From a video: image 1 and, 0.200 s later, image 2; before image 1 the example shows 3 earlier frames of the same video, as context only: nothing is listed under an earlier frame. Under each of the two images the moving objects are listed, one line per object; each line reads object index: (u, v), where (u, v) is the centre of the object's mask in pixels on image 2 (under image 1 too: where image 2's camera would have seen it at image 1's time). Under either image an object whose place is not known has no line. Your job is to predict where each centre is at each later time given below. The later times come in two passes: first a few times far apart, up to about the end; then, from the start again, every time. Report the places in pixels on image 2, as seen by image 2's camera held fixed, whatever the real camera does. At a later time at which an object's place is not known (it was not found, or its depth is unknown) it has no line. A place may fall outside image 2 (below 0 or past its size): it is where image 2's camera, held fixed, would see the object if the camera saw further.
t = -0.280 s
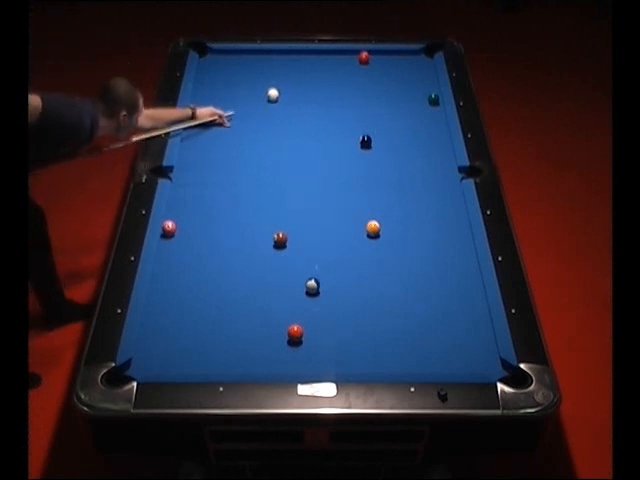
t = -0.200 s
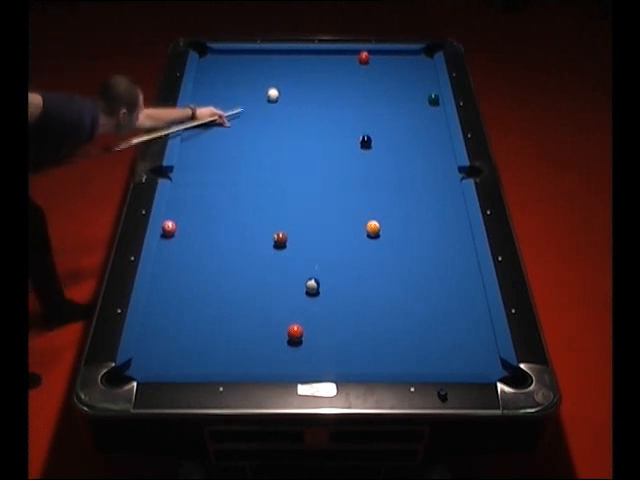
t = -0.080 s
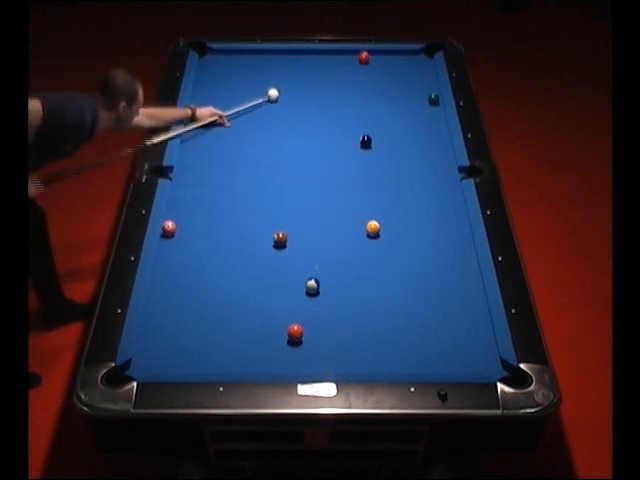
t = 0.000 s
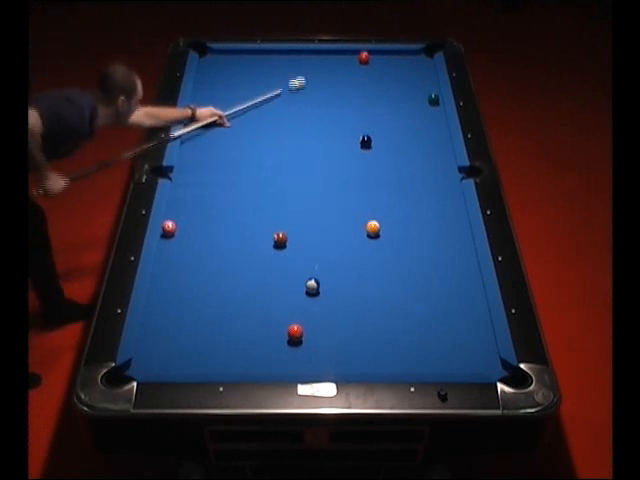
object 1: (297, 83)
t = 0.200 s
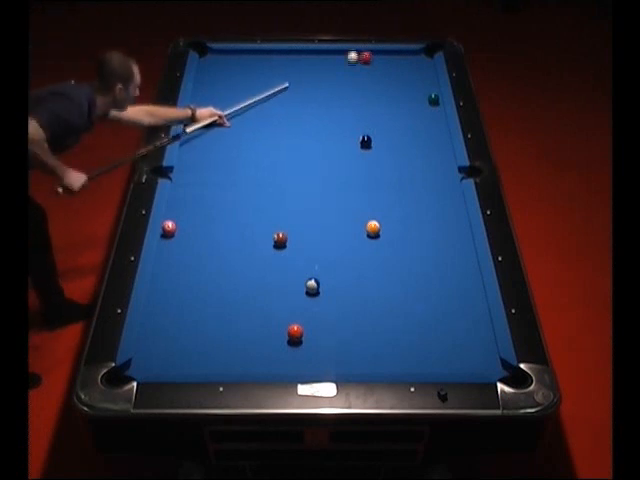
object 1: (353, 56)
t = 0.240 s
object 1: (352, 53)
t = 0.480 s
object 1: (338, 62)
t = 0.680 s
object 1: (326, 71)
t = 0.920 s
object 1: (311, 82)
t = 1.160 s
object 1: (297, 93)
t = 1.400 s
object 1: (282, 104)
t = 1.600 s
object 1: (269, 113)
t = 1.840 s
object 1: (254, 123)
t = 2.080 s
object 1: (239, 134)
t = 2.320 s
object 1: (224, 145)
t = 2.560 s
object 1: (209, 155)
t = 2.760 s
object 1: (197, 165)
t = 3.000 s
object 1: (182, 175)
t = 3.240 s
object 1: (180, 179)
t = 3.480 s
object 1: (188, 180)
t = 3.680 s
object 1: (194, 181)
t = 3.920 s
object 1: (199, 181)
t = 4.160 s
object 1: (204, 182)
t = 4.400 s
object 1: (207, 182)
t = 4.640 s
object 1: (209, 182)
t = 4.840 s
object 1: (210, 181)
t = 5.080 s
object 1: (210, 181)
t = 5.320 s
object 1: (210, 181)
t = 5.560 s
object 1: (210, 181)
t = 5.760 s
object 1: (210, 181)
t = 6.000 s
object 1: (210, 181)
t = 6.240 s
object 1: (210, 181)
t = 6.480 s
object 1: (210, 181)
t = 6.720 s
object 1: (210, 181)
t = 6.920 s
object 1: (210, 181)
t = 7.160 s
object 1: (210, 181)
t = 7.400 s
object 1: (210, 181)
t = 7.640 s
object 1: (210, 181)
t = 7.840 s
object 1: (210, 182)
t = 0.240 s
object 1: (352, 53)
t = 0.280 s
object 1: (350, 52)
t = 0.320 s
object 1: (348, 55)
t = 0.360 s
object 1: (345, 56)
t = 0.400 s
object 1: (343, 58)
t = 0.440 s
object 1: (341, 60)
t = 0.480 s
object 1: (338, 62)
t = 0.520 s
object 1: (336, 64)
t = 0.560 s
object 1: (333, 66)
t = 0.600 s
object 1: (331, 68)
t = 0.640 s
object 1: (329, 70)
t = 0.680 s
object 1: (326, 71)
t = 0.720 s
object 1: (324, 73)
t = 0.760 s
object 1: (321, 75)
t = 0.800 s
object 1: (319, 77)
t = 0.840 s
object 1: (316, 79)
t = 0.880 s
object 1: (314, 80)
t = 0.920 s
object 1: (311, 82)
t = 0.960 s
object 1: (309, 84)
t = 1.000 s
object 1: (307, 86)
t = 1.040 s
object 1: (304, 88)
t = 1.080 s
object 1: (302, 89)
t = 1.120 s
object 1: (299, 91)
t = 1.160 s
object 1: (297, 93)
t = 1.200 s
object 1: (294, 95)
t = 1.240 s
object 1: (292, 96)
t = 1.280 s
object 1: (289, 98)
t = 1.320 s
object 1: (287, 100)
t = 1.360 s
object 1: (284, 102)
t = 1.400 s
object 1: (282, 104)
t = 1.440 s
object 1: (279, 105)
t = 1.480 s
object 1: (277, 107)
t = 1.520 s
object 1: (274, 109)
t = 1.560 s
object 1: (272, 111)
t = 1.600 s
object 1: (269, 113)
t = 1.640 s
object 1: (267, 114)
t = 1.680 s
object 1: (264, 116)
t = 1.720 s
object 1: (262, 118)
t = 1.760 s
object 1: (259, 120)
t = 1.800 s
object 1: (257, 122)
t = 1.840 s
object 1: (254, 123)
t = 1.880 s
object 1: (252, 125)
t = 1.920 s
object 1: (249, 127)
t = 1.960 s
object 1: (247, 129)
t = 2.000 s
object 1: (244, 131)
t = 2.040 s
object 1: (242, 133)
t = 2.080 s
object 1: (239, 134)
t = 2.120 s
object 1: (237, 136)
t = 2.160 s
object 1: (234, 138)
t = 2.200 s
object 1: (232, 140)
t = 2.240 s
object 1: (229, 142)
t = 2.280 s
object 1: (227, 143)
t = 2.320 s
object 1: (224, 145)
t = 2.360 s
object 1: (222, 146)
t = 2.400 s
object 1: (219, 149)
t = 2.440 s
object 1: (217, 150)
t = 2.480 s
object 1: (214, 152)
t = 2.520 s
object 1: (212, 154)
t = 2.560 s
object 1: (209, 155)
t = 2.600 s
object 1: (207, 157)
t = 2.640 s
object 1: (204, 159)
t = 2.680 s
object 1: (202, 161)
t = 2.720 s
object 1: (199, 163)
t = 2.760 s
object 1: (197, 165)
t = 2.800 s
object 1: (194, 166)
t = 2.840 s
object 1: (192, 168)
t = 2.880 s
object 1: (190, 170)
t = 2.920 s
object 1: (187, 171)
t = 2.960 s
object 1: (185, 173)
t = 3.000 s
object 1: (182, 175)
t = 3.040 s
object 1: (180, 176)
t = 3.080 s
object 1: (177, 178)
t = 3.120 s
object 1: (176, 179)
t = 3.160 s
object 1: (178, 179)
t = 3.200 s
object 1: (179, 179)
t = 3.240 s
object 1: (180, 179)
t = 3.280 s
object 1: (182, 179)
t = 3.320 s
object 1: (183, 179)
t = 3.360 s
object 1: (185, 180)
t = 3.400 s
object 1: (186, 180)
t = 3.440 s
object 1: (187, 180)
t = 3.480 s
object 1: (188, 180)
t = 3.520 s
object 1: (189, 180)
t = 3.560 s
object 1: (190, 180)
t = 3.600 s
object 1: (192, 180)
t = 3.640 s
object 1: (193, 181)
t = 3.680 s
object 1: (194, 181)
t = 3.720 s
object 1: (195, 181)
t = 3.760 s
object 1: (196, 181)
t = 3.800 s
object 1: (197, 181)
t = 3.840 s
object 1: (198, 181)
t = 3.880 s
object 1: (199, 181)
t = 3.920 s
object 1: (199, 181)
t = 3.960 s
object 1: (200, 181)
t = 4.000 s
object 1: (201, 181)
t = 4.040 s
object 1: (202, 182)
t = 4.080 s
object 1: (202, 181)
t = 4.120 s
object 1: (203, 181)
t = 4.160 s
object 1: (204, 182)
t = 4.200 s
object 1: (204, 182)
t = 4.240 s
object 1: (205, 182)
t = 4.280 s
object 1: (206, 182)
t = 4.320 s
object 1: (206, 182)
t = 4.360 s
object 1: (207, 182)
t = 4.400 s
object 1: (207, 182)
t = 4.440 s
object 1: (207, 182)
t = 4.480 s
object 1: (208, 182)
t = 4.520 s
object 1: (208, 182)
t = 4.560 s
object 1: (208, 182)
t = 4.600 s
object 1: (209, 182)
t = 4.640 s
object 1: (209, 182)
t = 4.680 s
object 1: (209, 182)
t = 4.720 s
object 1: (210, 182)
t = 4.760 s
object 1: (210, 181)
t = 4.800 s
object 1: (210, 181)
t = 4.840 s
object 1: (210, 181)
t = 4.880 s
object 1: (210, 181)
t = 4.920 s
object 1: (210, 181)
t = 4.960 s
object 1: (210, 181)
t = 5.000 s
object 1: (210, 181)
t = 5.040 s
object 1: (210, 181)
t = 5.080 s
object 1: (210, 181)
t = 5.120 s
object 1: (210, 181)
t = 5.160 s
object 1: (210, 181)
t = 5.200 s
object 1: (210, 181)
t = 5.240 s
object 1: (210, 181)
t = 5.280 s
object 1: (210, 181)
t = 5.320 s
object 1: (210, 181)
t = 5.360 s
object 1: (210, 181)
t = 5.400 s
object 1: (210, 181)
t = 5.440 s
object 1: (210, 181)
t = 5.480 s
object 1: (210, 181)
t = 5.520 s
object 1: (210, 181)
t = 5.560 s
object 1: (210, 181)
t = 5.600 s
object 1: (210, 181)
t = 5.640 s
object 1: (210, 181)
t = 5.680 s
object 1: (210, 181)
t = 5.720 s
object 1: (210, 181)
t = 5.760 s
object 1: (210, 181)
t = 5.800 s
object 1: (210, 181)
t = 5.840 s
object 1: (210, 181)
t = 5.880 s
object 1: (210, 181)
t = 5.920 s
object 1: (210, 181)
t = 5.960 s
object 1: (210, 181)
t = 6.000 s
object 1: (210, 181)
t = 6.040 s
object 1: (210, 181)
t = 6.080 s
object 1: (210, 181)
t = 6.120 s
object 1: (210, 181)
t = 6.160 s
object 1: (210, 181)
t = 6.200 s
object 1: (210, 181)
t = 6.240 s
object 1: (210, 181)
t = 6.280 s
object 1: (210, 181)
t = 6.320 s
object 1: (210, 181)
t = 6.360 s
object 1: (210, 181)
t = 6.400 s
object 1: (210, 181)
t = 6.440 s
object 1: (210, 181)
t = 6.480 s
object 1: (210, 181)
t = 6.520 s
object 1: (210, 181)
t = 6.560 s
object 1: (210, 181)
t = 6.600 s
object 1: (210, 181)
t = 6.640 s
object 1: (210, 181)
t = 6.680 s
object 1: (210, 181)
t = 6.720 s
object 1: (210, 181)
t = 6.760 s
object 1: (210, 181)
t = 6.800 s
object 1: (210, 181)
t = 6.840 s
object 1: (210, 181)
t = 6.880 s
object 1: (210, 181)
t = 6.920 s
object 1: (210, 181)
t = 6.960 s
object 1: (210, 181)
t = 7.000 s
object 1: (210, 181)
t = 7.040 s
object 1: (210, 181)
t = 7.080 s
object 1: (210, 181)
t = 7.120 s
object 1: (210, 181)
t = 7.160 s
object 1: (210, 181)
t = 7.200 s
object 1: (210, 182)
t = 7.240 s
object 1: (210, 181)
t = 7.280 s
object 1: (210, 181)
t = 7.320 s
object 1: (210, 181)
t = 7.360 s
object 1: (210, 181)
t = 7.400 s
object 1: (210, 181)
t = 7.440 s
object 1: (210, 181)
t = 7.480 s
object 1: (210, 181)
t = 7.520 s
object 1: (210, 181)
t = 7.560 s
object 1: (210, 181)
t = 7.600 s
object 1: (210, 181)
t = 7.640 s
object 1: (210, 181)
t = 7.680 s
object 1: (210, 181)
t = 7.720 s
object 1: (210, 181)
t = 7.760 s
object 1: (210, 181)
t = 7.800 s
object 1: (210, 181)
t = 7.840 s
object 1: (210, 182)
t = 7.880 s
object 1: (210, 181)
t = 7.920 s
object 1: (210, 182)
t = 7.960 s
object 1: (210, 182)
